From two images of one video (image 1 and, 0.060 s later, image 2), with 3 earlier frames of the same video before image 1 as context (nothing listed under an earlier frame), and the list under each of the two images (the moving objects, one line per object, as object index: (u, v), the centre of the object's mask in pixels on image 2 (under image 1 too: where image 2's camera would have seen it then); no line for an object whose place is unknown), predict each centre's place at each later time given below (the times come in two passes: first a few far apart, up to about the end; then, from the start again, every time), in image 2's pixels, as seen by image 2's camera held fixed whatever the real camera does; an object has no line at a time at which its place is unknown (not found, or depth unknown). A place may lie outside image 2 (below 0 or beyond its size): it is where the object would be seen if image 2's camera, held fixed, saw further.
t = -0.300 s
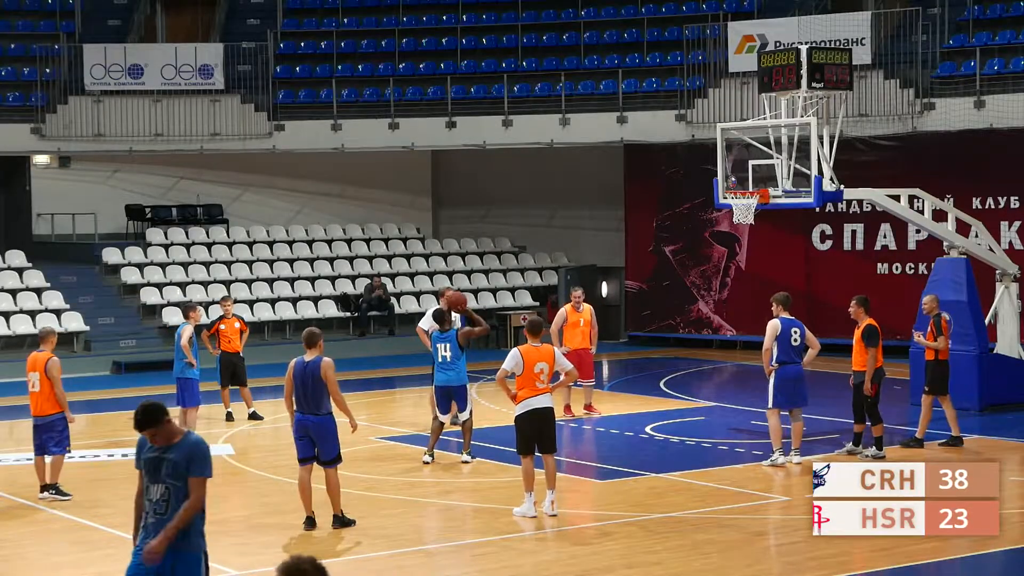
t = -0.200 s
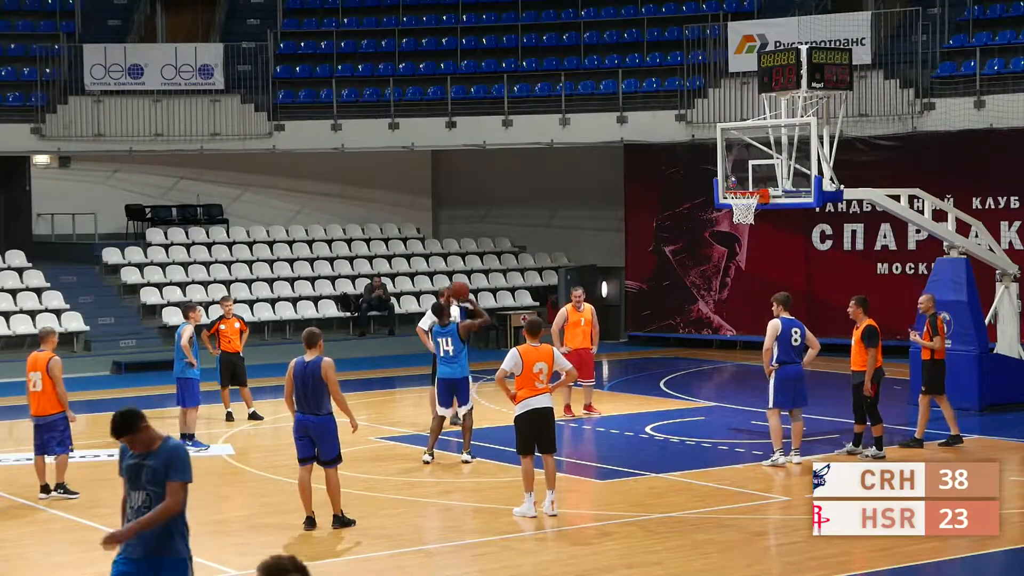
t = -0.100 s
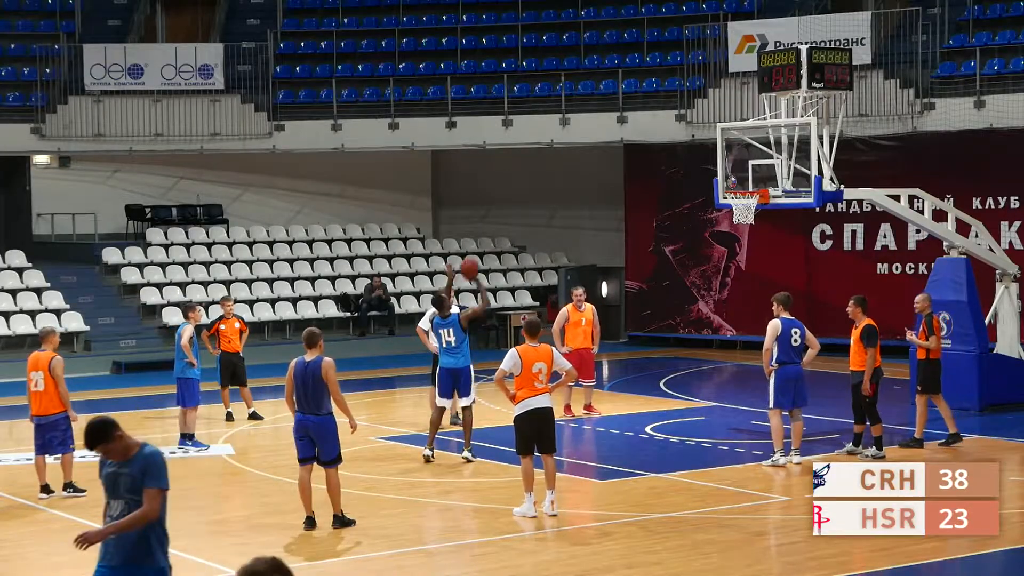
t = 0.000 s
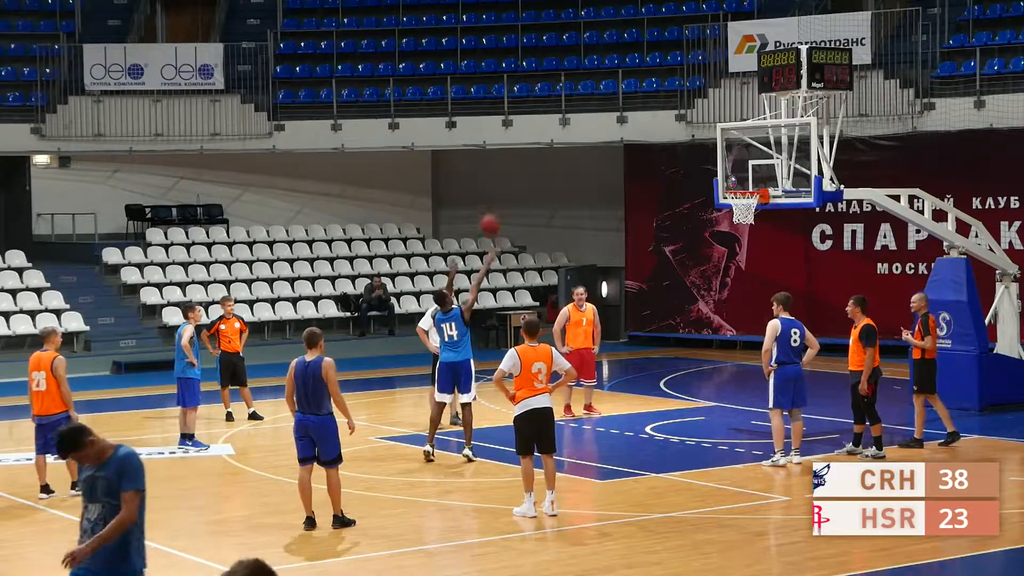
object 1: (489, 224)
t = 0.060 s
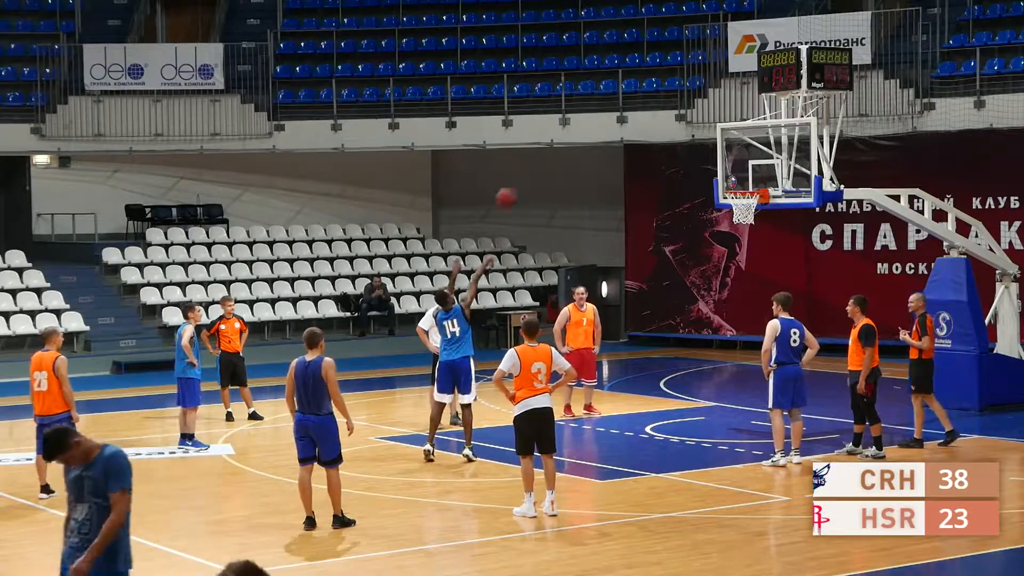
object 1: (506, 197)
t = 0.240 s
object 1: (553, 138)
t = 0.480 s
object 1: (613, 98)
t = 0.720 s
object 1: (670, 108)
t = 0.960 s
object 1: (725, 159)
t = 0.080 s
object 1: (512, 189)
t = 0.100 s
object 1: (517, 180)
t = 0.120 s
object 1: (522, 173)
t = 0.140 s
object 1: (527, 166)
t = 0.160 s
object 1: (532, 160)
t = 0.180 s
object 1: (537, 154)
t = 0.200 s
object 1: (543, 149)
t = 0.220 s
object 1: (547, 143)
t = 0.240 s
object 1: (553, 138)
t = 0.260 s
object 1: (558, 133)
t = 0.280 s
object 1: (563, 128)
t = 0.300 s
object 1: (568, 123)
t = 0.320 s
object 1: (573, 120)
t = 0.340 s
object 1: (578, 115)
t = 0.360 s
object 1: (583, 112)
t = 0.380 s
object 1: (588, 109)
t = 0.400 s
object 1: (593, 106)
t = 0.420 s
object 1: (598, 104)
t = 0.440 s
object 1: (604, 102)
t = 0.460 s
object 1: (607, 99)
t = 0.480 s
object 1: (613, 98)
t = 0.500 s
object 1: (618, 97)
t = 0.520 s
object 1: (623, 96)
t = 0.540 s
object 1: (628, 97)
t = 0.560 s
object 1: (632, 97)
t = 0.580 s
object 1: (637, 96)
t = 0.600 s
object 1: (642, 97)
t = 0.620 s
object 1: (646, 97)
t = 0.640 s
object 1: (652, 99)
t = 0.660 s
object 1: (657, 102)
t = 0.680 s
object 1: (661, 103)
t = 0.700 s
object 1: (666, 105)
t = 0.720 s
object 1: (670, 108)
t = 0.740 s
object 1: (674, 110)
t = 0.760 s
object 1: (680, 113)
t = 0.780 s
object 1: (685, 117)
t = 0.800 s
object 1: (689, 120)
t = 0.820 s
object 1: (693, 125)
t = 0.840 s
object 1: (698, 128)
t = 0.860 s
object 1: (703, 134)
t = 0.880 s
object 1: (708, 137)
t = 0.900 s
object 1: (711, 142)
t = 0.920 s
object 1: (715, 147)
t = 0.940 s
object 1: (720, 153)
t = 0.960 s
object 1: (725, 159)
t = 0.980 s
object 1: (730, 164)
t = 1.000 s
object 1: (734, 171)
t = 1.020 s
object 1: (738, 177)
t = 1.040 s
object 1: (742, 183)
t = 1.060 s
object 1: (745, 188)
